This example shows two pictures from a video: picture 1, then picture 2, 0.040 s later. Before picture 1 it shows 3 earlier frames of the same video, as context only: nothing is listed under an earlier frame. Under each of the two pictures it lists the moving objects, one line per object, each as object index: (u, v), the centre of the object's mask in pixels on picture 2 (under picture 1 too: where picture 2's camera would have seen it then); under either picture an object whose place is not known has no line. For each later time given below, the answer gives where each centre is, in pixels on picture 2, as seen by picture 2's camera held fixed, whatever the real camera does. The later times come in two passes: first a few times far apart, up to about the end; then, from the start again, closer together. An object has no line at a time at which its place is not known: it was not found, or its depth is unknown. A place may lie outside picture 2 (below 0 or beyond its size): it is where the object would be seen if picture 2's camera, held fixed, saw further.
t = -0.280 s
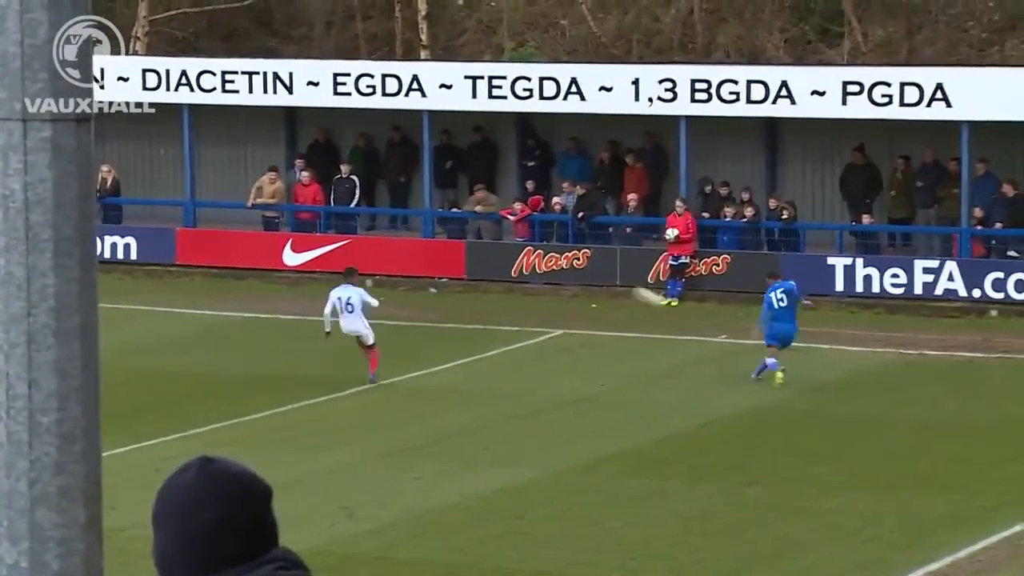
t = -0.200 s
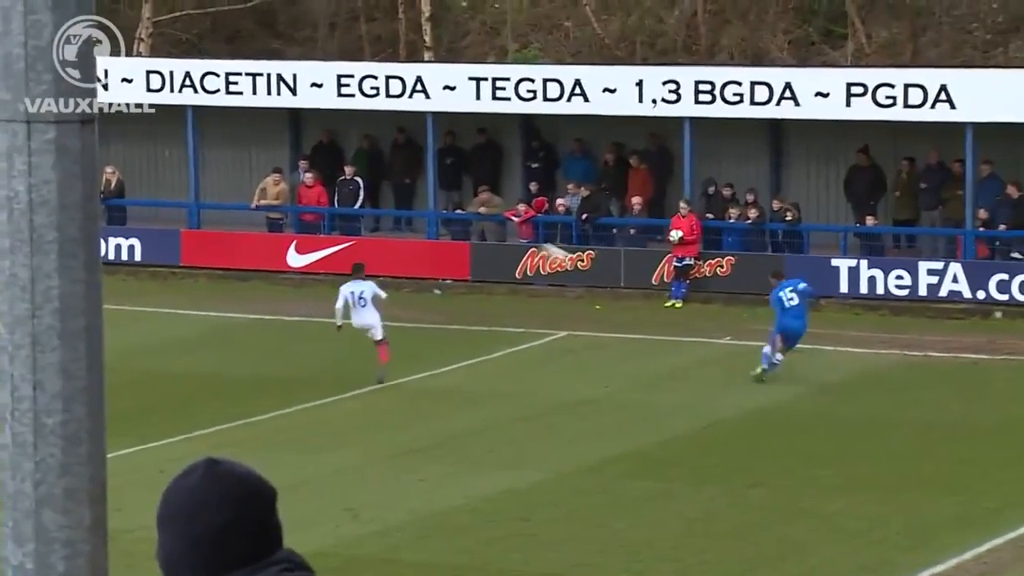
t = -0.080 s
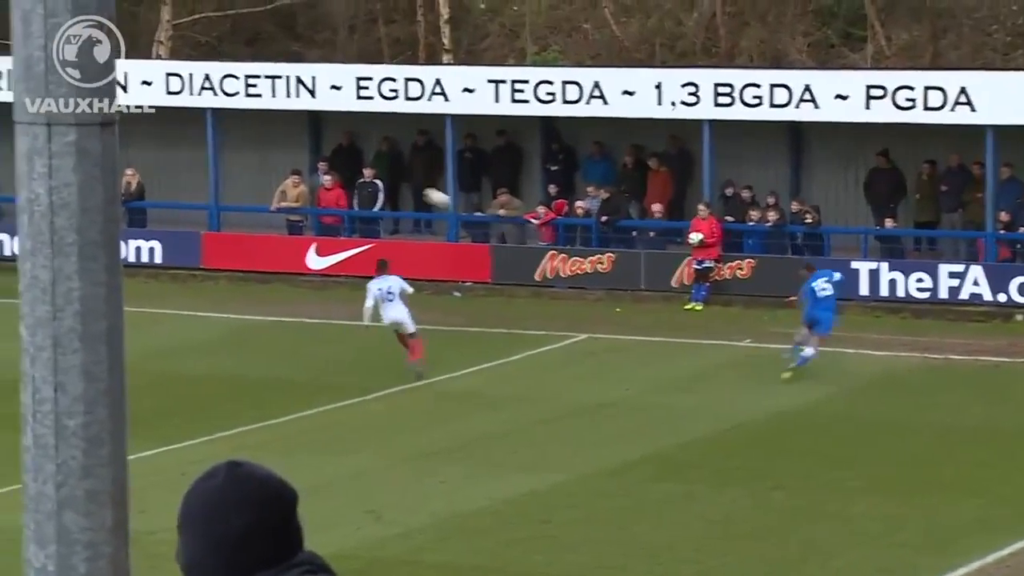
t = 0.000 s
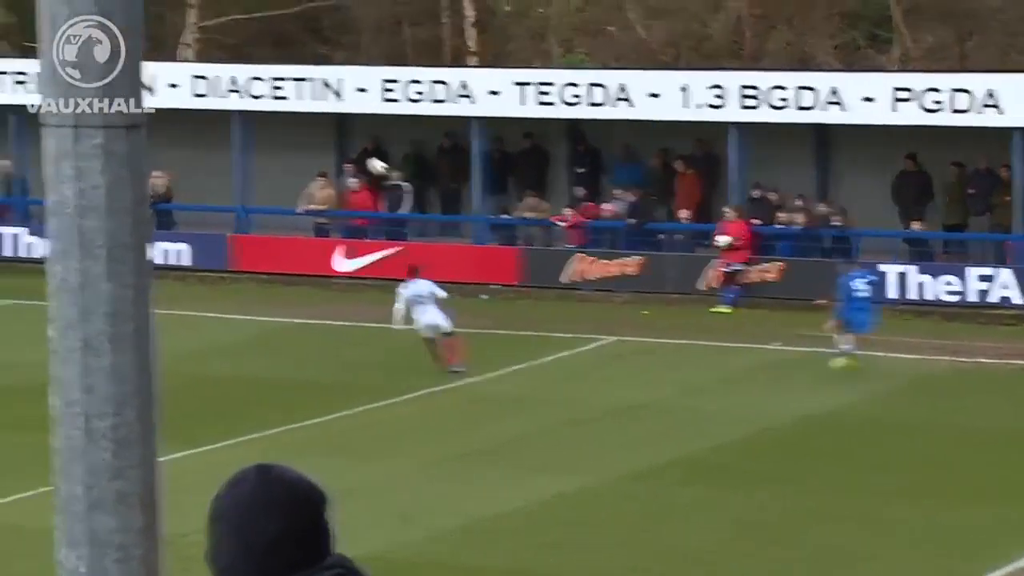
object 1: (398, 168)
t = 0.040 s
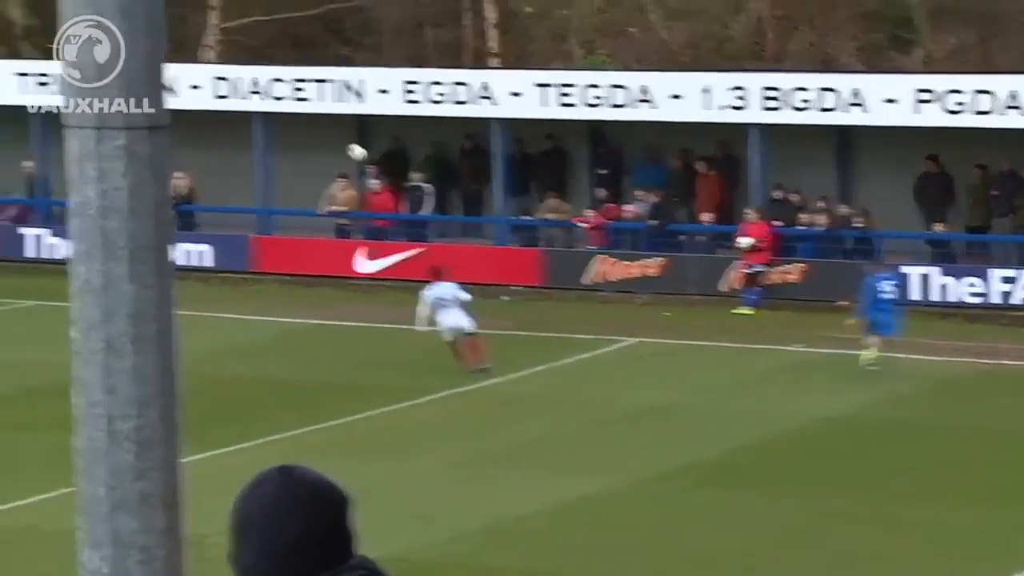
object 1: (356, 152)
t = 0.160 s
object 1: (238, 114)
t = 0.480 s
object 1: (-56, 43)
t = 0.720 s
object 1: (-267, 22)
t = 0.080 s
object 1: (316, 138)
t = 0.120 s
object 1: (276, 124)
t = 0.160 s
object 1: (238, 114)
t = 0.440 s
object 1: (-22, 49)
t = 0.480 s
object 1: (-56, 43)
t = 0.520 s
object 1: (-91, 38)
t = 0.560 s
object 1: (-125, 34)
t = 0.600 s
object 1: (-160, 30)
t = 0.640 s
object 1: (-194, 28)
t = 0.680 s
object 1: (-230, 25)
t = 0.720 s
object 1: (-267, 22)
